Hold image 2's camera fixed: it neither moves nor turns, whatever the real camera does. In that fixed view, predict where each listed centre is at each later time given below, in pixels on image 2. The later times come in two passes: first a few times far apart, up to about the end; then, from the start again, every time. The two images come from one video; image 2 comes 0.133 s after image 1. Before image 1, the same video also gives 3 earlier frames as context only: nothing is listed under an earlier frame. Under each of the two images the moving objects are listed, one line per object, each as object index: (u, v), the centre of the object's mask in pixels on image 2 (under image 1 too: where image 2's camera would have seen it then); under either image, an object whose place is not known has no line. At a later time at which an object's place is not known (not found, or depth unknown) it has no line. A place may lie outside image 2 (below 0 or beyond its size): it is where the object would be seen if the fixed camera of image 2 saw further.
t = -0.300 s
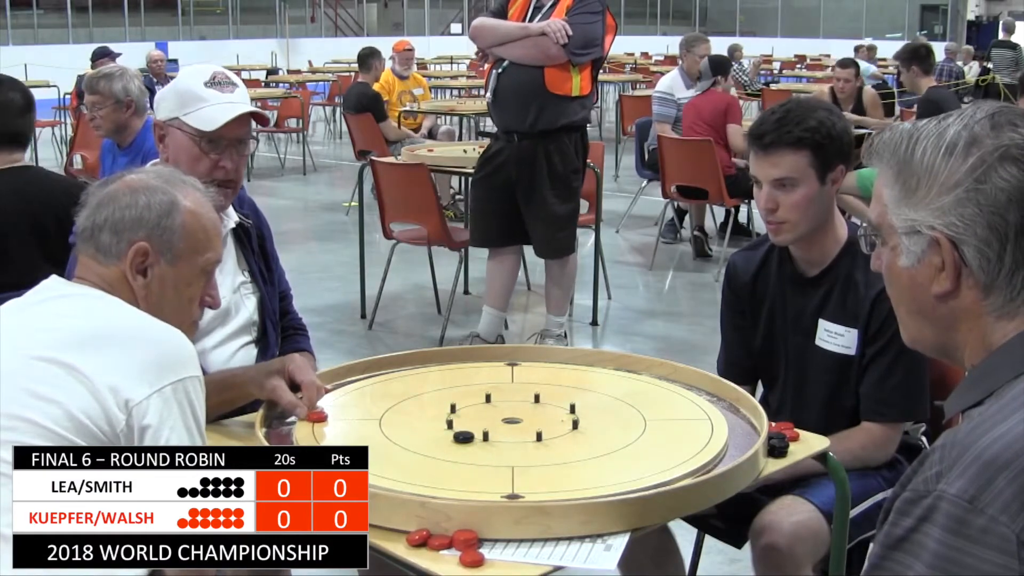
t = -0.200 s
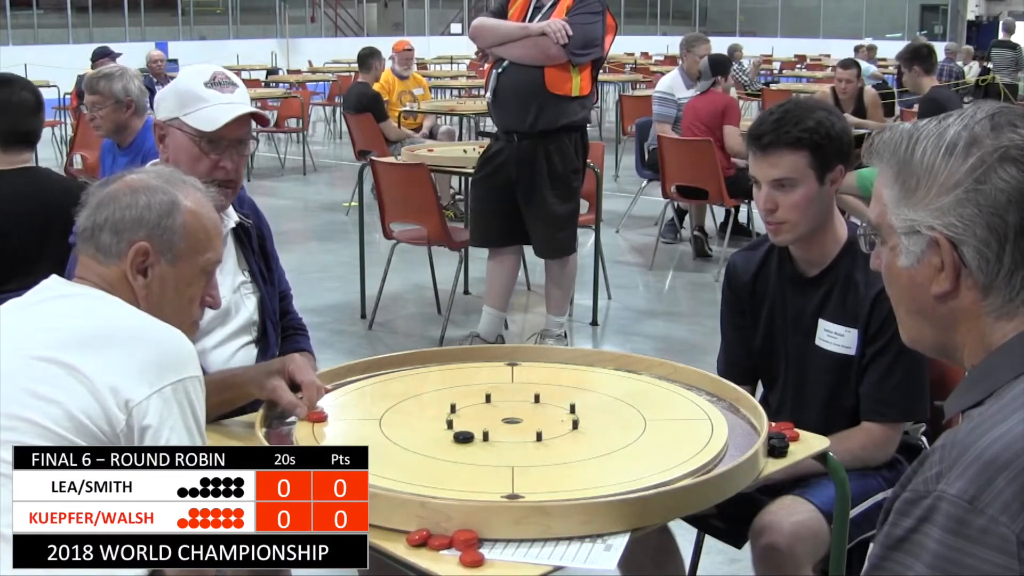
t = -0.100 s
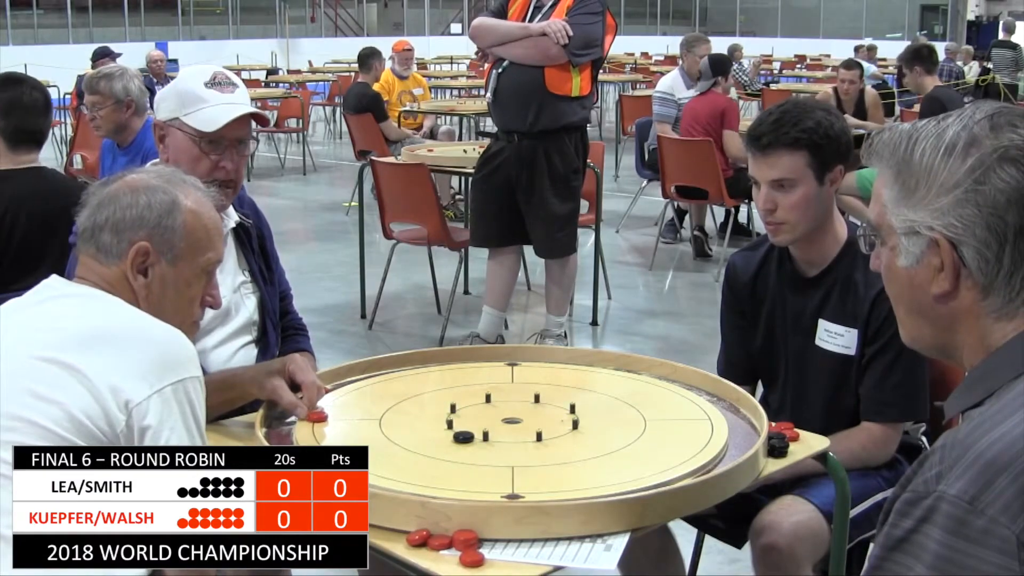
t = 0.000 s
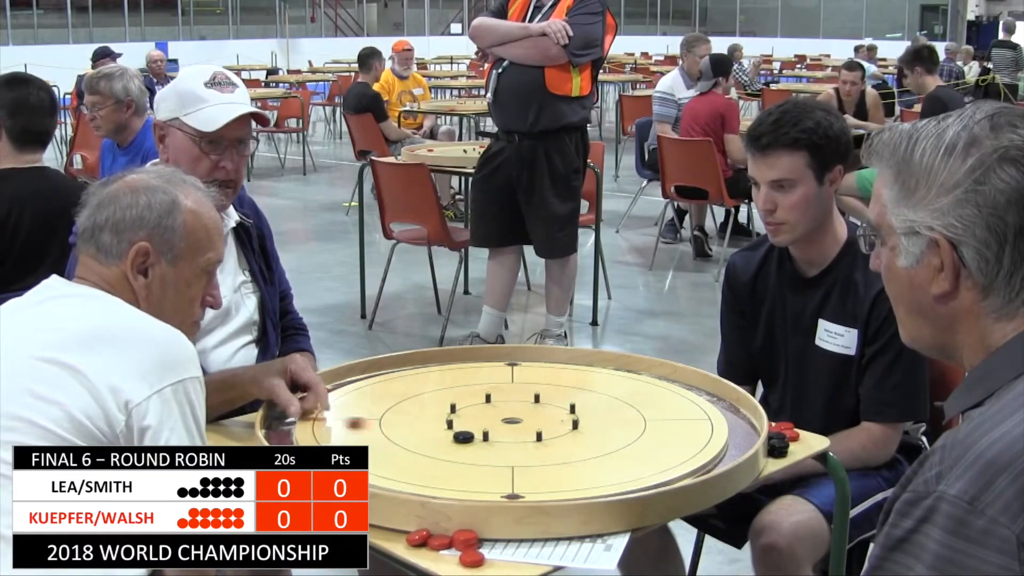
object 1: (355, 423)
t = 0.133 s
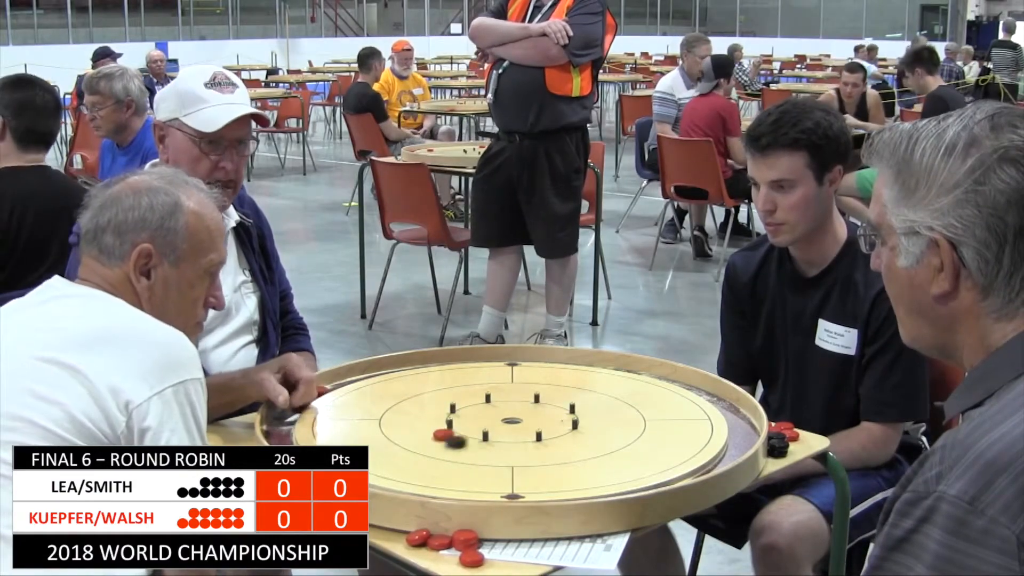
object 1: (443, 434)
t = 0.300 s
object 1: (424, 429)
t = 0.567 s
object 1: (422, 428)
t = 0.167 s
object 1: (438, 433)
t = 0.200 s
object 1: (433, 432)
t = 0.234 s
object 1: (430, 431)
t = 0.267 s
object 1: (427, 430)
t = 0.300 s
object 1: (424, 429)
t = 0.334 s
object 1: (423, 428)
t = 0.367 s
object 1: (422, 428)
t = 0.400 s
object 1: (422, 428)
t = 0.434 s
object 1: (422, 428)
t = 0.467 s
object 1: (422, 428)
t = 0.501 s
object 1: (422, 428)
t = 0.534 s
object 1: (422, 428)
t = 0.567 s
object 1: (422, 428)
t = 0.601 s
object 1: (422, 428)
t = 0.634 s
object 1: (422, 428)
